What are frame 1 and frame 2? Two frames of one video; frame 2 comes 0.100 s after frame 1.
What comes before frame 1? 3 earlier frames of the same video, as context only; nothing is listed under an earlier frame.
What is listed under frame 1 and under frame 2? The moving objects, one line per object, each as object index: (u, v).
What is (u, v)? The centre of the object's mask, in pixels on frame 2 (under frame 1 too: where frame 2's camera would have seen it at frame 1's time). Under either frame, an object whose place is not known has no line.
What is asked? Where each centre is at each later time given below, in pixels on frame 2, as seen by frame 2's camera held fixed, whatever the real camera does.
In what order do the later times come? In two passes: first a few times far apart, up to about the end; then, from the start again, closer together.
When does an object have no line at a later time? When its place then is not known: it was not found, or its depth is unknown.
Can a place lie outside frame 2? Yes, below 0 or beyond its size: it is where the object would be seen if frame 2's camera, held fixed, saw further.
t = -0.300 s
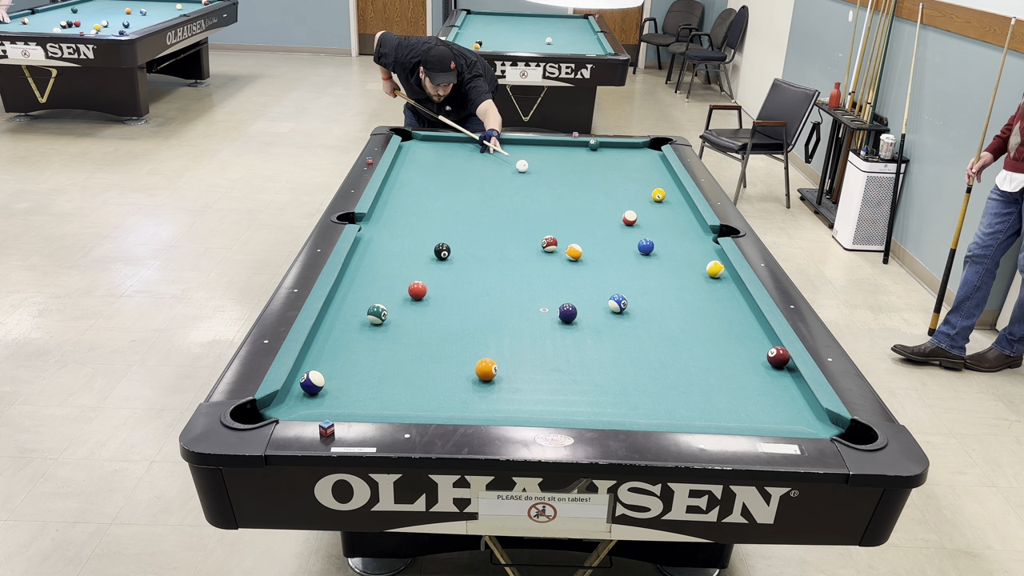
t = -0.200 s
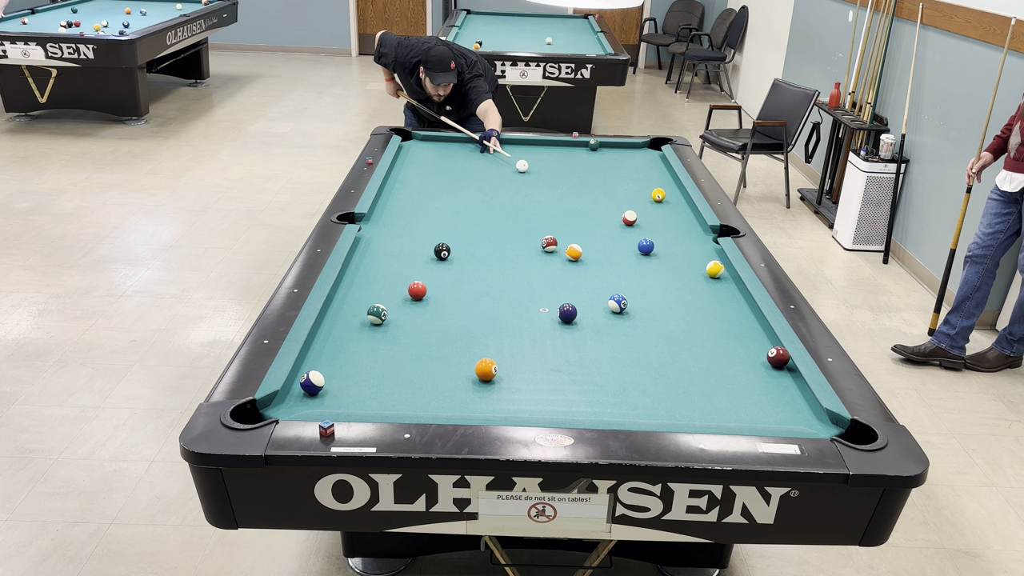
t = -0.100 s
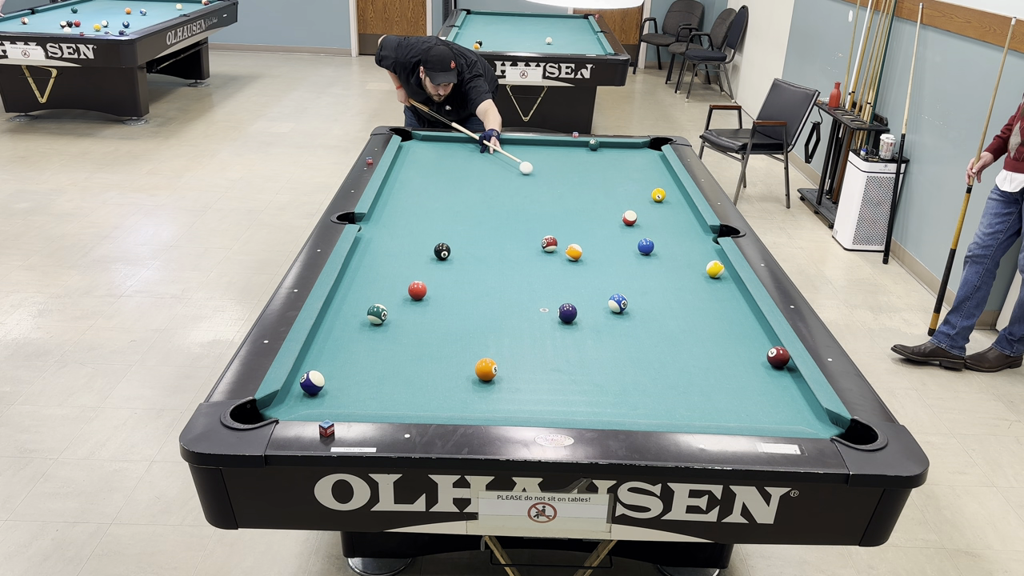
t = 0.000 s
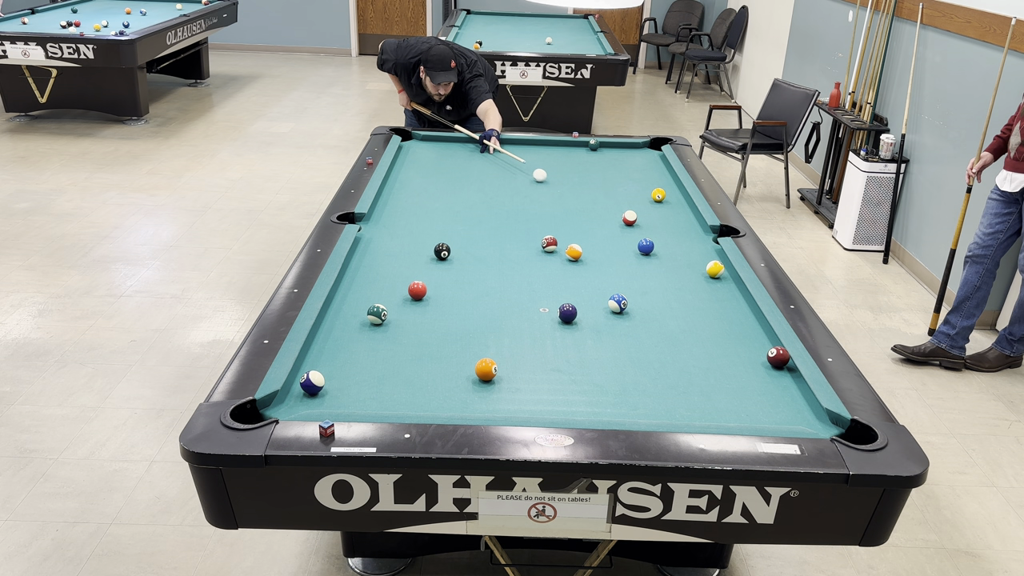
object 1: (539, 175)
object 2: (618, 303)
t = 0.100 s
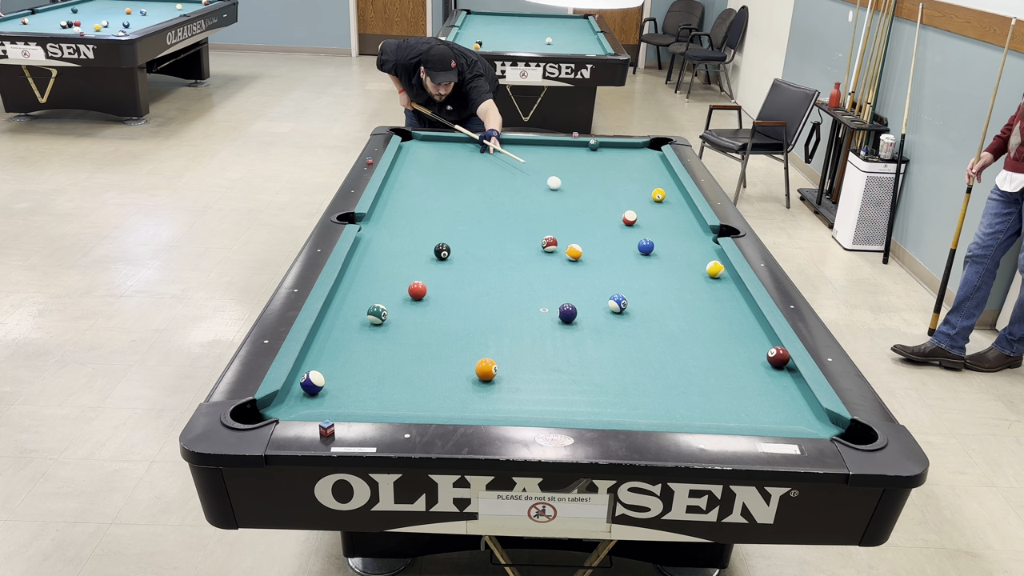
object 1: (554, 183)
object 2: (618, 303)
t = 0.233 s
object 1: (574, 194)
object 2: (618, 303)
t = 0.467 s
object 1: (612, 214)
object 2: (618, 303)
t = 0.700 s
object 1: (611, 228)
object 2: (618, 303)
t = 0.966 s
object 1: (609, 245)
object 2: (618, 303)
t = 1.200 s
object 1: (607, 261)
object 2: (618, 303)
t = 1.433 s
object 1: (605, 277)
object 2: (618, 303)
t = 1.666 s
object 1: (602, 295)
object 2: (618, 303)
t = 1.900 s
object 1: (586, 307)
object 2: (629, 308)
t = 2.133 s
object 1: (585, 314)
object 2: (640, 313)
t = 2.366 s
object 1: (586, 319)
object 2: (650, 318)
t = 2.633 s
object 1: (587, 323)
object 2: (659, 323)
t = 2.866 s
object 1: (588, 327)
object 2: (667, 326)
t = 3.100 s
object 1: (589, 330)
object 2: (673, 329)
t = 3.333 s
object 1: (590, 332)
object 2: (677, 332)
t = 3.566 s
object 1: (590, 333)
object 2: (681, 333)
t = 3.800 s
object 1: (591, 334)
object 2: (682, 334)
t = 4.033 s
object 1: (591, 334)
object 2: (683, 335)
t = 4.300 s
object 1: (591, 334)
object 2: (683, 335)
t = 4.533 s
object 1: (591, 334)
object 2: (683, 335)
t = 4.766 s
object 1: (591, 334)
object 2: (683, 335)
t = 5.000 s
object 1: (591, 334)
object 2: (683, 335)
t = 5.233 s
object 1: (591, 334)
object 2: (683, 335)
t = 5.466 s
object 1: (591, 334)
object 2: (683, 335)
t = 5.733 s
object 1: (591, 334)
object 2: (683, 335)
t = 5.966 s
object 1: (591, 334)
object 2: (683, 335)
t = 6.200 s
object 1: (591, 334)
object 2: (683, 335)
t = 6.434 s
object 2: (685, 333)
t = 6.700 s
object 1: (585, 334)
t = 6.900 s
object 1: (591, 334)
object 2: (678, 335)
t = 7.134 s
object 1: (591, 334)
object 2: (683, 335)
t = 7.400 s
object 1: (591, 333)
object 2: (683, 335)
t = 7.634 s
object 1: (591, 333)
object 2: (683, 335)
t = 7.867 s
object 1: (591, 333)
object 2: (683, 335)
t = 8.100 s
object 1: (591, 333)
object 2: (683, 335)
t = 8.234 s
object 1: (591, 333)
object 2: (683, 335)
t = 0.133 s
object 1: (559, 185)
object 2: (618, 303)
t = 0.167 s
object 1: (564, 188)
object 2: (618, 303)
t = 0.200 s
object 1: (569, 191)
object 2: (618, 303)
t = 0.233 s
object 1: (574, 194)
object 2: (618, 303)
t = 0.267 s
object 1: (579, 196)
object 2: (618, 303)
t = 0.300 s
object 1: (585, 199)
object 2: (618, 303)
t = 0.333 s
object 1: (590, 202)
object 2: (618, 303)
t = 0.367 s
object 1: (595, 205)
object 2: (618, 303)
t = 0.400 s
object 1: (601, 208)
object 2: (618, 303)
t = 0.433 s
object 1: (607, 211)
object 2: (618, 303)
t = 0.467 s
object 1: (612, 214)
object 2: (618, 303)
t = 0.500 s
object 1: (614, 216)
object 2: (618, 303)
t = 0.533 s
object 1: (613, 218)
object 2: (618, 303)
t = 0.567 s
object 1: (612, 220)
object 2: (618, 303)
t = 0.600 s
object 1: (612, 222)
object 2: (618, 303)
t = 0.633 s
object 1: (611, 224)
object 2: (618, 303)
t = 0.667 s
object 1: (611, 226)
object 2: (618, 303)
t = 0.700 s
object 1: (611, 228)
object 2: (618, 303)
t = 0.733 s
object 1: (611, 230)
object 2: (618, 303)
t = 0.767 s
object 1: (610, 232)
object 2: (618, 303)
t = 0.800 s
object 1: (610, 234)
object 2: (618, 303)
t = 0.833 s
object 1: (610, 236)
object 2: (618, 303)
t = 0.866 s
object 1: (610, 238)
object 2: (618, 303)
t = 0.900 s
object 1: (610, 241)
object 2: (618, 303)
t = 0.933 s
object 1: (609, 243)
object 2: (618, 303)
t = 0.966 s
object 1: (609, 245)
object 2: (618, 303)
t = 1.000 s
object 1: (609, 247)
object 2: (618, 303)
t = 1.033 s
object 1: (608, 250)
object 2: (618, 303)
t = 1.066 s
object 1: (608, 252)
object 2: (618, 303)
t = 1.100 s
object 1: (608, 254)
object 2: (618, 303)
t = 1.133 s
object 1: (608, 256)
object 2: (618, 303)
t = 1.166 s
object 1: (608, 258)
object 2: (618, 303)
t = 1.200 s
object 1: (607, 261)
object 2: (618, 303)
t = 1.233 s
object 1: (607, 263)
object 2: (618, 303)
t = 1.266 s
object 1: (607, 265)
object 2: (618, 303)
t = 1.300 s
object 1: (606, 268)
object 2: (618, 303)
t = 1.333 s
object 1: (606, 270)
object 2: (618, 303)
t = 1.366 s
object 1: (606, 273)
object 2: (618, 303)
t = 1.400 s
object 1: (605, 275)
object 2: (618, 303)
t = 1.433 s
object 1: (605, 277)
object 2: (618, 303)
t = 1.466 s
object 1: (605, 280)
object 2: (618, 303)
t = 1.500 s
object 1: (605, 282)
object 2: (618, 303)
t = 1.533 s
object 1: (604, 285)
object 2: (618, 303)
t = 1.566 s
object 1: (604, 287)
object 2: (618, 303)
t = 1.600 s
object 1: (604, 290)
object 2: (617, 303)
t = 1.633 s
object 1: (603, 293)
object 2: (618, 303)
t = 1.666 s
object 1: (602, 295)
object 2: (618, 303)
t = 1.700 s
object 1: (601, 297)
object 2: (618, 303)
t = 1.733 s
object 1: (599, 299)
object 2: (621, 304)
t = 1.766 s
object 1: (596, 301)
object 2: (622, 305)
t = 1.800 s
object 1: (594, 302)
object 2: (624, 306)
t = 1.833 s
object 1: (591, 304)
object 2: (626, 307)
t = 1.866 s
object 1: (588, 305)
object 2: (627, 307)
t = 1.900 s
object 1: (586, 307)
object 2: (629, 308)
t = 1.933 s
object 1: (584, 309)
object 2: (631, 309)
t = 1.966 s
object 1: (584, 310)
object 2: (632, 309)
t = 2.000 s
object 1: (584, 310)
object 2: (634, 310)
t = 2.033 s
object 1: (584, 311)
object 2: (635, 311)
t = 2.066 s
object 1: (584, 312)
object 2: (637, 312)
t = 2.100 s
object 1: (584, 313)
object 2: (638, 313)
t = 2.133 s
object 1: (585, 314)
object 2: (640, 313)
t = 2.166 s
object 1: (585, 314)
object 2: (641, 314)
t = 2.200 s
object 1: (585, 315)
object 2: (643, 315)
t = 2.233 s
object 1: (585, 316)
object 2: (644, 315)
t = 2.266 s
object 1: (586, 316)
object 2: (646, 316)
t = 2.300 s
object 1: (586, 317)
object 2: (647, 317)
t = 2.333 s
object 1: (586, 318)
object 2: (648, 317)
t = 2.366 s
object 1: (586, 319)
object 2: (650, 318)
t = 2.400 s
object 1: (586, 319)
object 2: (651, 318)
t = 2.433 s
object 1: (586, 320)
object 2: (652, 319)
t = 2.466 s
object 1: (586, 320)
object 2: (653, 320)
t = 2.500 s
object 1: (586, 321)
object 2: (655, 320)
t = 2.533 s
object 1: (586, 322)
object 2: (656, 321)
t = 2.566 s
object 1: (587, 322)
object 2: (657, 322)
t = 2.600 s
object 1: (587, 323)
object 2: (658, 322)
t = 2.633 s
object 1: (587, 323)
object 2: (659, 323)
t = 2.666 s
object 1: (587, 324)
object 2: (660, 323)
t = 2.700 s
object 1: (587, 324)
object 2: (661, 324)
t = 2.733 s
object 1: (587, 325)
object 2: (663, 324)
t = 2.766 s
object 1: (588, 325)
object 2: (664, 325)
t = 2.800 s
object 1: (588, 326)
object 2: (665, 325)
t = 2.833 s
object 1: (588, 327)
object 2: (666, 326)
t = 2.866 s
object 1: (588, 327)
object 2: (667, 326)
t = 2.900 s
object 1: (588, 327)
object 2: (668, 327)
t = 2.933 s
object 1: (588, 328)
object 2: (668, 327)
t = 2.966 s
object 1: (589, 328)
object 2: (669, 328)
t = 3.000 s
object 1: (589, 329)
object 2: (670, 328)
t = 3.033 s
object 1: (589, 329)
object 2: (671, 329)
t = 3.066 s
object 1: (589, 329)
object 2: (672, 329)
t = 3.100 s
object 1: (589, 330)
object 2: (673, 329)
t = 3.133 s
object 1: (589, 330)
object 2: (673, 330)
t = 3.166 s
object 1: (590, 330)
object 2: (674, 330)
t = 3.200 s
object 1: (590, 331)
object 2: (675, 330)
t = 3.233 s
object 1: (590, 331)
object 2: (676, 331)
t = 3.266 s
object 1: (590, 331)
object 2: (676, 331)
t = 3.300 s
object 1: (590, 332)
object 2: (677, 331)
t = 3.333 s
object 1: (590, 332)
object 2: (677, 332)
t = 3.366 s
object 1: (590, 332)
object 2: (678, 332)
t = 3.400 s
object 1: (590, 332)
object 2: (678, 332)
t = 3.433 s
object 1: (590, 333)
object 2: (679, 332)
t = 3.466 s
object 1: (590, 333)
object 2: (679, 332)
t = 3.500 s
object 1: (590, 333)
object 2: (680, 333)
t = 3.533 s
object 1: (590, 333)
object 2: (680, 333)
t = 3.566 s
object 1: (590, 333)
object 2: (681, 333)
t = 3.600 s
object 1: (590, 334)
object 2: (681, 333)
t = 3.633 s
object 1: (591, 334)
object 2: (681, 334)
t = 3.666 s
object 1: (591, 334)
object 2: (681, 334)
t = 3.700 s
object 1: (591, 334)
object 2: (682, 334)
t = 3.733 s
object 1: (591, 334)
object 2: (682, 334)
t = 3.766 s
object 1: (591, 334)
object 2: (682, 334)
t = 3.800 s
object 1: (591, 334)
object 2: (682, 334)
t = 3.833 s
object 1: (591, 334)
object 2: (682, 334)
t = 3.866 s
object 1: (591, 334)
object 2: (683, 334)
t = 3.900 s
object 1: (591, 334)
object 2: (683, 334)
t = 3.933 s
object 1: (591, 334)
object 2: (683, 334)
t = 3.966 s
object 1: (591, 334)
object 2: (683, 334)
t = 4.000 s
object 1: (591, 334)
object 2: (683, 335)
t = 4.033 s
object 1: (591, 334)
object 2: (683, 335)
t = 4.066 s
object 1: (591, 334)
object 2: (683, 335)
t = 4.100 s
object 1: (591, 334)
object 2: (683, 335)
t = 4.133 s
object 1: (591, 334)
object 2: (683, 335)
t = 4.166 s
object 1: (591, 334)
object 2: (683, 335)
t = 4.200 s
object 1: (591, 334)
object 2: (683, 335)
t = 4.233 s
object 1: (591, 334)
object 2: (683, 335)
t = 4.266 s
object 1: (591, 334)
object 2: (683, 335)
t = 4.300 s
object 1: (591, 334)
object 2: (683, 335)
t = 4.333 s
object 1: (591, 334)
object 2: (683, 335)
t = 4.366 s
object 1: (591, 334)
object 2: (683, 335)
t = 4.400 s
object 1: (591, 334)
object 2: (683, 335)
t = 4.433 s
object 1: (591, 334)
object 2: (683, 335)
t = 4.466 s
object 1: (591, 334)
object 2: (683, 335)
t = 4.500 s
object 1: (591, 334)
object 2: (683, 335)
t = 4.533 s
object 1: (591, 334)
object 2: (683, 335)
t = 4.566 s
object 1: (591, 334)
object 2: (683, 335)
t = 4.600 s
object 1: (591, 334)
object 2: (683, 335)
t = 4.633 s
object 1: (591, 334)
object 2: (683, 335)
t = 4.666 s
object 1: (591, 334)
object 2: (683, 335)
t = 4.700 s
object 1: (591, 334)
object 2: (683, 335)
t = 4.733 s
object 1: (591, 334)
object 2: (683, 335)
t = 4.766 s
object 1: (591, 334)
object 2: (683, 335)
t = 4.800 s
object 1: (591, 334)
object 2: (683, 335)
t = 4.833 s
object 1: (591, 334)
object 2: (683, 335)
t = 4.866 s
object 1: (591, 334)
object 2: (683, 335)
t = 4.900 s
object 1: (591, 334)
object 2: (683, 335)
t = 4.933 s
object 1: (591, 334)
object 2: (683, 335)
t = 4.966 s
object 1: (591, 334)
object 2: (683, 335)
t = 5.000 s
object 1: (591, 334)
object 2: (683, 335)
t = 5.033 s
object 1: (591, 334)
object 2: (683, 335)
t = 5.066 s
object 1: (591, 334)
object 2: (683, 335)
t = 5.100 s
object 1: (591, 334)
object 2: (683, 335)
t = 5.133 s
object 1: (591, 334)
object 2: (683, 335)
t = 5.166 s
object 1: (591, 334)
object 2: (683, 335)
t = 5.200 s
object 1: (591, 334)
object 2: (683, 335)
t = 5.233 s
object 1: (591, 334)
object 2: (683, 335)
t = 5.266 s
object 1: (591, 334)
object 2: (683, 335)
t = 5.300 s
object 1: (591, 334)
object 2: (683, 335)
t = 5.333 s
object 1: (591, 334)
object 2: (683, 335)
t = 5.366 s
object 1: (591, 334)
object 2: (683, 335)
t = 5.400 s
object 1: (591, 334)
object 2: (683, 335)
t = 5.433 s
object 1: (591, 334)
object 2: (683, 335)
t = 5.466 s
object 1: (591, 334)
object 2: (683, 335)
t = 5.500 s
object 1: (591, 334)
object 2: (683, 335)
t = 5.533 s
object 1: (591, 334)
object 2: (683, 335)
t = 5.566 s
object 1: (591, 334)
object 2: (683, 335)
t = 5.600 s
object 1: (591, 334)
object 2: (683, 335)
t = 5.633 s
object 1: (591, 334)
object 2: (683, 335)
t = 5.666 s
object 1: (591, 334)
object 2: (683, 335)
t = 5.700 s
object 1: (591, 334)
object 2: (683, 335)
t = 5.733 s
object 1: (591, 334)
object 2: (683, 335)
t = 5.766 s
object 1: (591, 334)
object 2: (683, 335)
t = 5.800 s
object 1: (591, 334)
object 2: (683, 335)
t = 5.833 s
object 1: (591, 334)
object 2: (683, 335)
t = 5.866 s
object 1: (591, 334)
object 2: (683, 335)
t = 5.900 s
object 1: (591, 334)
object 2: (683, 335)
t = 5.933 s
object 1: (591, 334)
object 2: (683, 335)
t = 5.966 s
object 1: (591, 334)
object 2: (683, 335)
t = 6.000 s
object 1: (591, 334)
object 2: (683, 335)
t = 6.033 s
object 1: (591, 334)
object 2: (683, 335)
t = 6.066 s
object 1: (591, 334)
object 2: (683, 335)
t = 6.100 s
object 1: (591, 334)
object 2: (683, 335)
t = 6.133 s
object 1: (591, 334)
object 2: (683, 335)
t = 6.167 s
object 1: (591, 334)
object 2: (683, 335)
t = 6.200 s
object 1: (591, 334)
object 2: (683, 335)
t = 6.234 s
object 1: (591, 334)
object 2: (683, 335)
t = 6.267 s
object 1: (591, 334)
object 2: (683, 335)
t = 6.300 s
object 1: (598, 330)
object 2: (683, 335)
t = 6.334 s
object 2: (683, 335)
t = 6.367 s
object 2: (683, 335)
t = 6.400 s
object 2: (683, 335)
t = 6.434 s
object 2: (685, 333)
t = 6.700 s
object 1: (585, 334)
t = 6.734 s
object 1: (590, 334)
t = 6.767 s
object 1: (591, 334)
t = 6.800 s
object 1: (591, 334)
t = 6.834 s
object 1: (591, 334)
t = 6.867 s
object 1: (591, 334)
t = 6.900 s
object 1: (591, 334)
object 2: (678, 335)
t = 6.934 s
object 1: (591, 334)
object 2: (683, 335)
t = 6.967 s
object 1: (591, 334)
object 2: (683, 335)
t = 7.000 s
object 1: (591, 334)
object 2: (683, 335)
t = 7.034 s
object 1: (591, 334)
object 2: (683, 335)
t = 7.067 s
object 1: (591, 334)
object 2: (683, 335)
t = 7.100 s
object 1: (591, 334)
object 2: (683, 335)
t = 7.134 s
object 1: (591, 334)
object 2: (683, 335)
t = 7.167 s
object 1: (591, 334)
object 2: (683, 335)
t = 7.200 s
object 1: (591, 334)
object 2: (683, 335)
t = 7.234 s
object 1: (591, 334)
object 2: (683, 335)
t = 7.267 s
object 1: (591, 333)
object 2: (683, 335)
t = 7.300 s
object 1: (591, 333)
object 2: (683, 335)
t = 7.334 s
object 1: (591, 333)
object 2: (683, 334)
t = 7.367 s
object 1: (591, 333)
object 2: (683, 334)
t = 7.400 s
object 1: (591, 333)
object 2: (683, 335)
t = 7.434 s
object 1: (591, 333)
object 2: (683, 335)
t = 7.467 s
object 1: (591, 333)
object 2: (683, 335)
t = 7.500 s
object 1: (591, 333)
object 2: (683, 334)
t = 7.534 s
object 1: (591, 333)
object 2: (683, 334)
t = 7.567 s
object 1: (591, 333)
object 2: (683, 334)
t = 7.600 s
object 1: (591, 333)
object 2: (683, 335)
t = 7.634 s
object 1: (591, 333)
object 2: (683, 335)
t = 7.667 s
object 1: (591, 333)
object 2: (683, 335)
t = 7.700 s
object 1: (591, 333)
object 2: (683, 335)
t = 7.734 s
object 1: (591, 333)
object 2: (683, 334)
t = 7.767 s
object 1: (591, 333)
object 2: (683, 335)
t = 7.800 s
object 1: (591, 333)
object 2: (683, 335)
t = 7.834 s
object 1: (591, 333)
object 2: (683, 335)
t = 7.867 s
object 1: (591, 333)
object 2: (683, 335)
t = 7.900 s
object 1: (591, 333)
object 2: (683, 335)
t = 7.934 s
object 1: (591, 333)
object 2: (683, 335)
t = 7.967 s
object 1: (591, 333)
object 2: (683, 335)
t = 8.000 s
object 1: (591, 333)
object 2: (683, 335)
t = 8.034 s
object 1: (591, 333)
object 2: (683, 335)
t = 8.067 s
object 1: (591, 333)
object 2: (683, 335)
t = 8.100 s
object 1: (591, 333)
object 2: (683, 335)
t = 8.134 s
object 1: (591, 333)
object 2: (683, 335)
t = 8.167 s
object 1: (591, 333)
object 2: (683, 335)
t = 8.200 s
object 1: (591, 333)
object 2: (683, 335)
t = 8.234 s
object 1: (591, 333)
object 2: (683, 335)
